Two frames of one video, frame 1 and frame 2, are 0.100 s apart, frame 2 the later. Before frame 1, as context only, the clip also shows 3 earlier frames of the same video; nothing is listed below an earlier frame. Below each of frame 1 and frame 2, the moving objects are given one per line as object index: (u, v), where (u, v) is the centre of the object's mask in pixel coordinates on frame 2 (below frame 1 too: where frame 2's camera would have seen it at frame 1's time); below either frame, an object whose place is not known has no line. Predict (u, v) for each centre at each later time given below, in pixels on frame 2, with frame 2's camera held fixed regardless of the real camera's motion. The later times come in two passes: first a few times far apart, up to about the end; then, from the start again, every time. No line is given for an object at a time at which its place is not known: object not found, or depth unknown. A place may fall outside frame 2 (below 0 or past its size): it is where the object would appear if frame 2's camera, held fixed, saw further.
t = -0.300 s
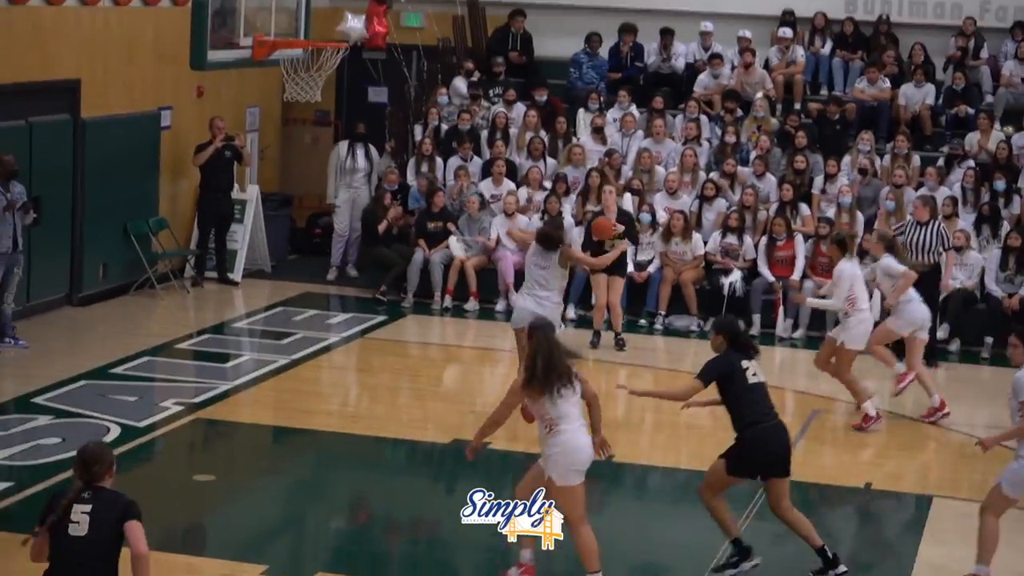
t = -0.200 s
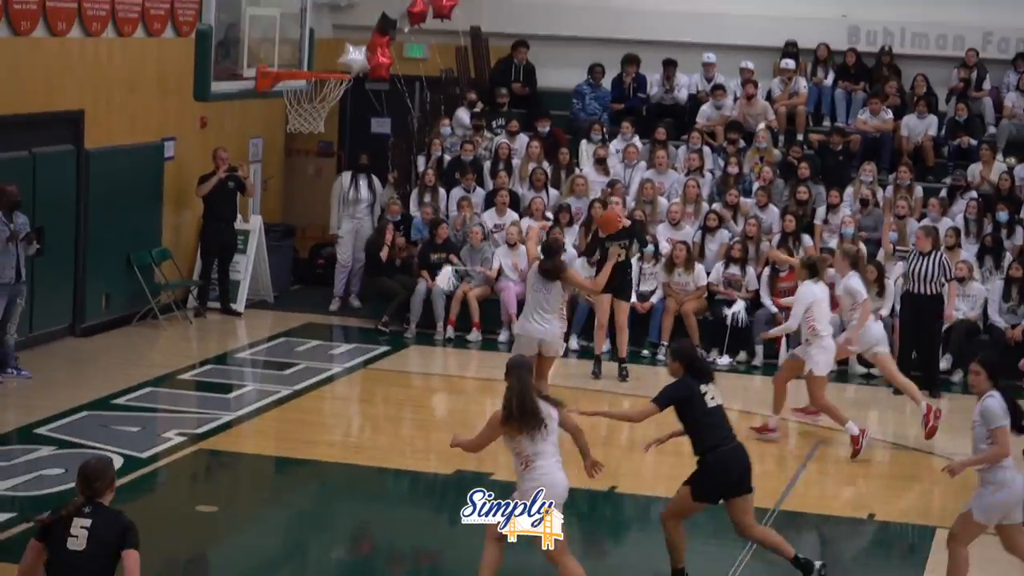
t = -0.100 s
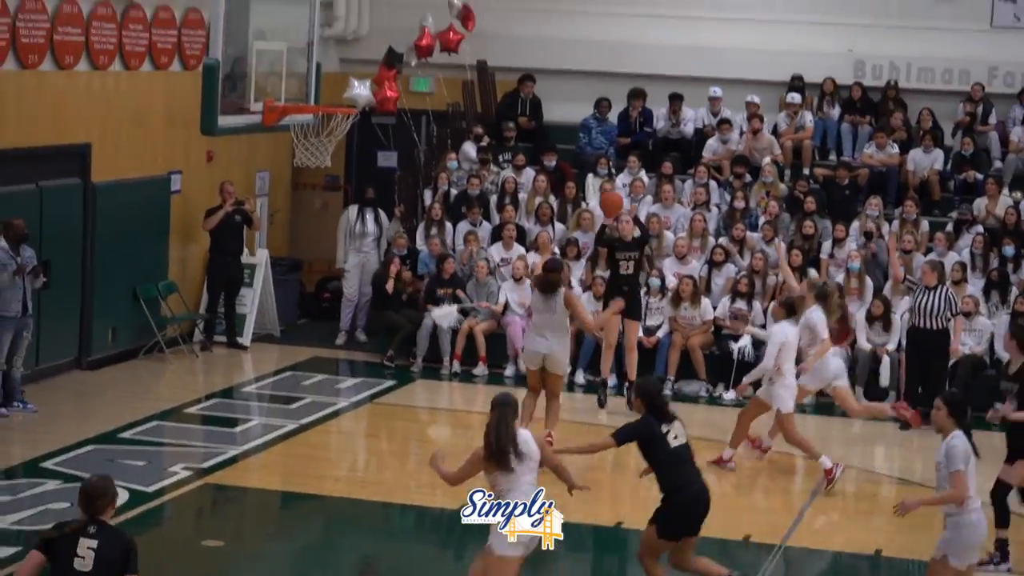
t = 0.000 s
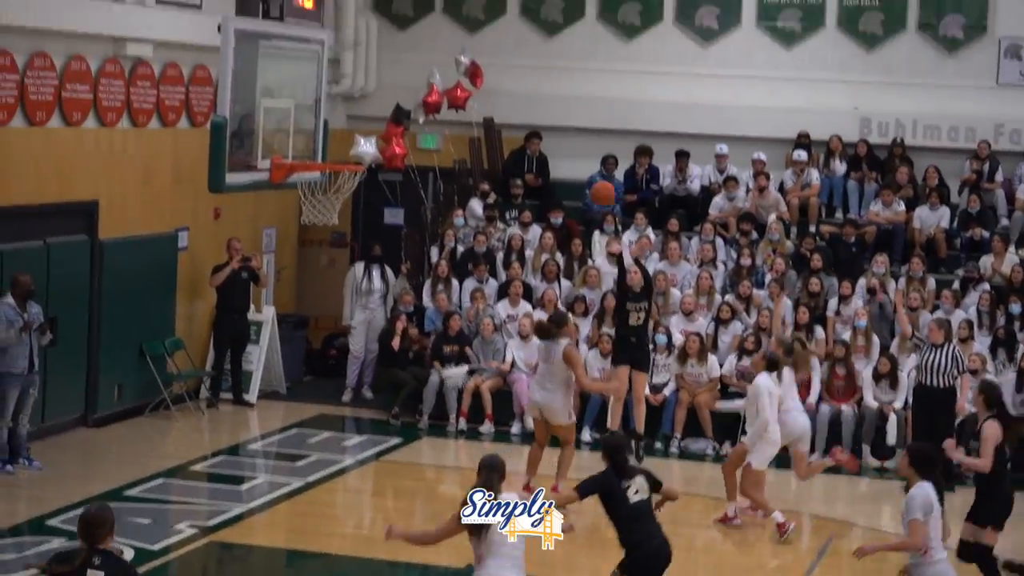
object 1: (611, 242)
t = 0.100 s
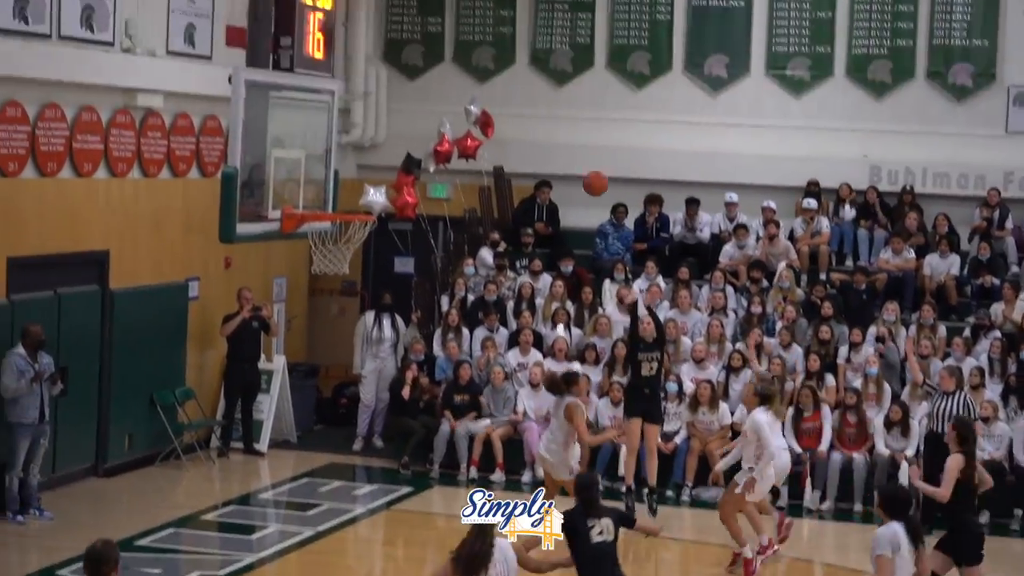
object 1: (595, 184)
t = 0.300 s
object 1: (558, 94)
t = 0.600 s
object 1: (489, 32)
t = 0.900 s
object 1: (403, 80)
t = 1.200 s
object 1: (325, 159)
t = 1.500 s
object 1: (404, 109)
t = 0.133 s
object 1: (590, 166)
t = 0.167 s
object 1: (584, 150)
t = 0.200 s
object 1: (578, 134)
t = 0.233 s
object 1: (571, 120)
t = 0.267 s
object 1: (565, 106)
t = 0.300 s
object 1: (558, 94)
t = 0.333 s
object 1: (552, 82)
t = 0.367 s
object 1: (545, 71)
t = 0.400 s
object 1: (537, 62)
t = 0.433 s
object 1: (530, 54)
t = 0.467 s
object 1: (522, 47)
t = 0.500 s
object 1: (514, 41)
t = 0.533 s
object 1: (506, 37)
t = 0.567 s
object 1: (498, 33)
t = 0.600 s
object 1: (489, 32)
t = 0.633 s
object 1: (481, 31)
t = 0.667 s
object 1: (471, 32)
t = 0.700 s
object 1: (461, 34)
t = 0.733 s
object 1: (452, 38)
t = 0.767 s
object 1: (442, 43)
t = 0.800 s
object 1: (433, 51)
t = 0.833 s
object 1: (422, 58)
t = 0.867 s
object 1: (412, 68)
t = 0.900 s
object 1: (403, 80)
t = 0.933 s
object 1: (392, 94)
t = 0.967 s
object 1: (381, 109)
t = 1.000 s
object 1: (369, 126)
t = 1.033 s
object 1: (357, 144)
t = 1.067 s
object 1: (347, 165)
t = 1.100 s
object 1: (334, 187)
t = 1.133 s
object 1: (325, 195)
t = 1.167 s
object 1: (316, 172)
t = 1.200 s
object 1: (325, 159)
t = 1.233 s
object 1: (334, 147)
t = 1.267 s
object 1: (343, 137)
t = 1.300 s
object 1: (352, 129)
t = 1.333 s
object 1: (361, 121)
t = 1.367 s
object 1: (369, 115)
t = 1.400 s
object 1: (379, 111)
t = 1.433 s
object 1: (387, 109)
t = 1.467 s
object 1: (395, 108)
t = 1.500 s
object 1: (404, 109)
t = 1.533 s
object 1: (412, 111)
